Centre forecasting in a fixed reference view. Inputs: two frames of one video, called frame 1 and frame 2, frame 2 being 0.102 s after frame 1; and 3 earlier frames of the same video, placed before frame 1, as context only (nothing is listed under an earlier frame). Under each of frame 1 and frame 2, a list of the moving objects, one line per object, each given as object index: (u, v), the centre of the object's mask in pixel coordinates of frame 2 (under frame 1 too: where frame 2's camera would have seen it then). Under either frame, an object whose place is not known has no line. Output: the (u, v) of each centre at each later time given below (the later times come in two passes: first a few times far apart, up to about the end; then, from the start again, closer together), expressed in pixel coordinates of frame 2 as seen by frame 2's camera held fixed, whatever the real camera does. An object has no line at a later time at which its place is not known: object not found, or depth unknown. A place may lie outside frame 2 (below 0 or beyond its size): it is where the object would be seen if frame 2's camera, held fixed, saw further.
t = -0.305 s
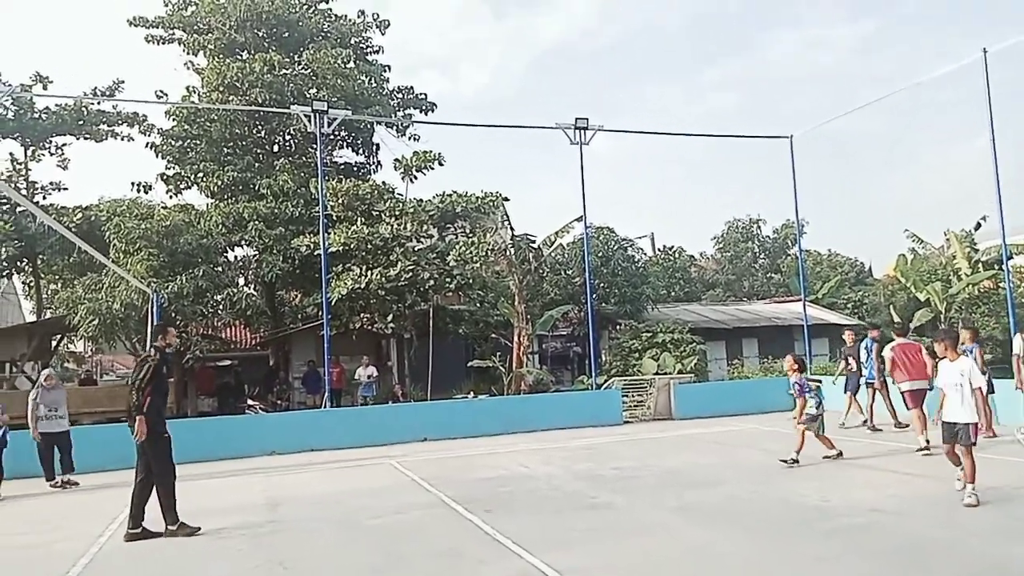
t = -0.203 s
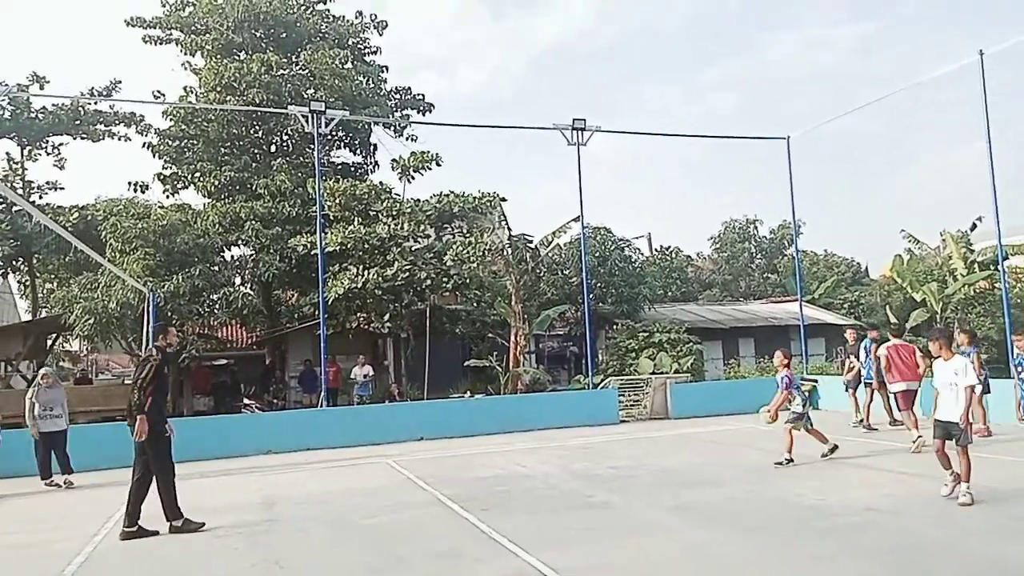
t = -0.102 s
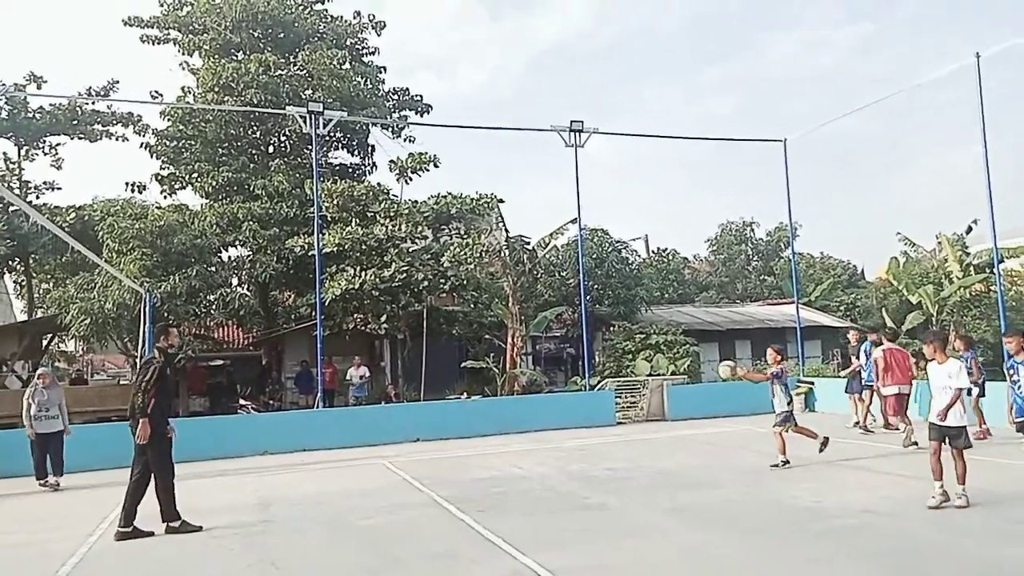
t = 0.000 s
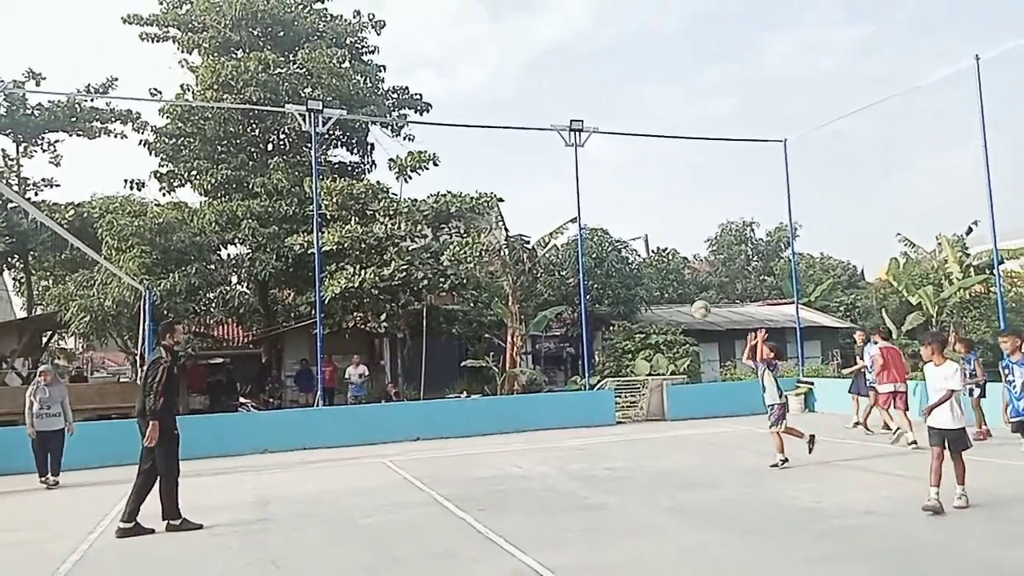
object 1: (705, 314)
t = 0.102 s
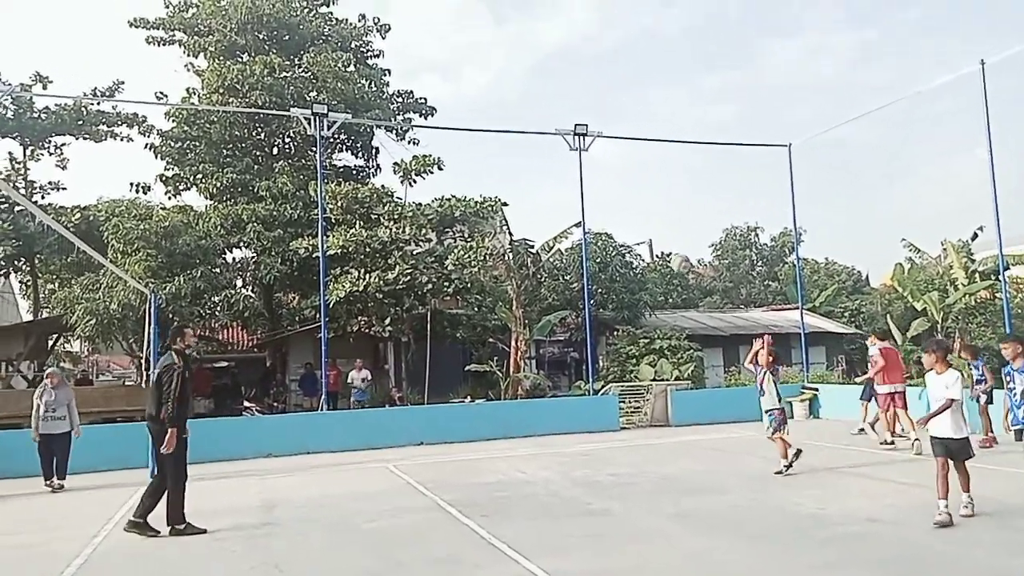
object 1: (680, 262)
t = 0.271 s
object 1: (641, 195)
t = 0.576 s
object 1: (570, 132)
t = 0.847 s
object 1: (505, 142)
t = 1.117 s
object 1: (440, 225)
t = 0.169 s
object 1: (663, 232)
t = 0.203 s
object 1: (657, 219)
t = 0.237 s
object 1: (649, 206)
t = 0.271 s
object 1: (641, 195)
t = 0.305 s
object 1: (634, 184)
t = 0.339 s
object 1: (625, 174)
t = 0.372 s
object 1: (617, 165)
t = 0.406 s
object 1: (609, 157)
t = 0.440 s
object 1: (601, 150)
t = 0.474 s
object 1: (593, 144)
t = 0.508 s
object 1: (584, 139)
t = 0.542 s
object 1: (577, 133)
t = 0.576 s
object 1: (570, 132)
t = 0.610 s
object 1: (563, 130)
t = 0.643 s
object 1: (553, 127)
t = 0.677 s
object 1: (546, 127)
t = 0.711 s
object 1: (538, 129)
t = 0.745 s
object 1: (529, 130)
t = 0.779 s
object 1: (521, 133)
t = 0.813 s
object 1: (512, 136)
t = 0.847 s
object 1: (505, 142)
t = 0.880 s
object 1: (496, 148)
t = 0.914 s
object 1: (487, 155)
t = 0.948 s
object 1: (481, 164)
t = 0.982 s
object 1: (473, 174)
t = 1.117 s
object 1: (440, 225)
